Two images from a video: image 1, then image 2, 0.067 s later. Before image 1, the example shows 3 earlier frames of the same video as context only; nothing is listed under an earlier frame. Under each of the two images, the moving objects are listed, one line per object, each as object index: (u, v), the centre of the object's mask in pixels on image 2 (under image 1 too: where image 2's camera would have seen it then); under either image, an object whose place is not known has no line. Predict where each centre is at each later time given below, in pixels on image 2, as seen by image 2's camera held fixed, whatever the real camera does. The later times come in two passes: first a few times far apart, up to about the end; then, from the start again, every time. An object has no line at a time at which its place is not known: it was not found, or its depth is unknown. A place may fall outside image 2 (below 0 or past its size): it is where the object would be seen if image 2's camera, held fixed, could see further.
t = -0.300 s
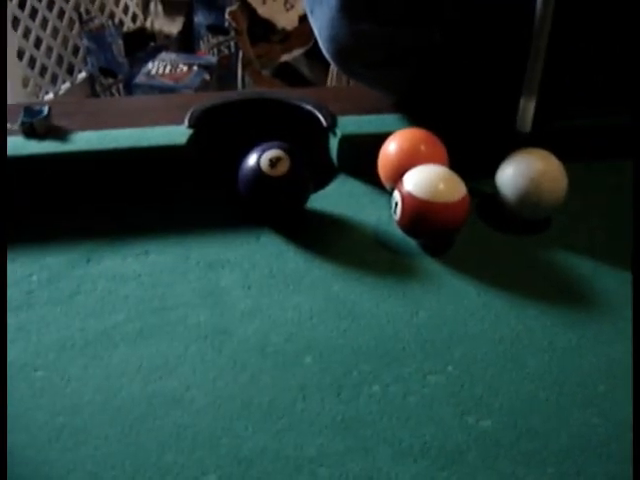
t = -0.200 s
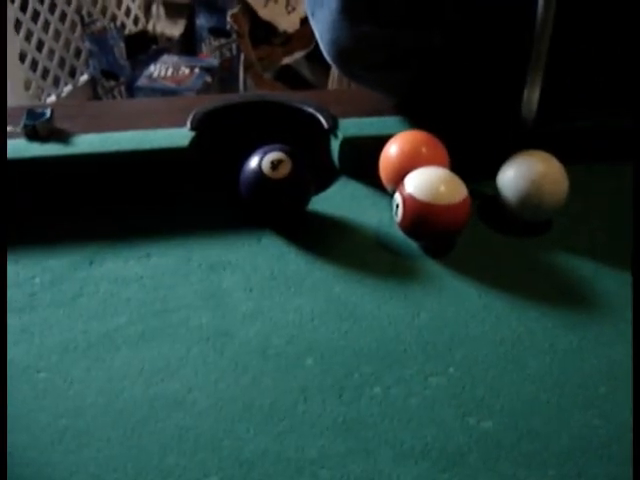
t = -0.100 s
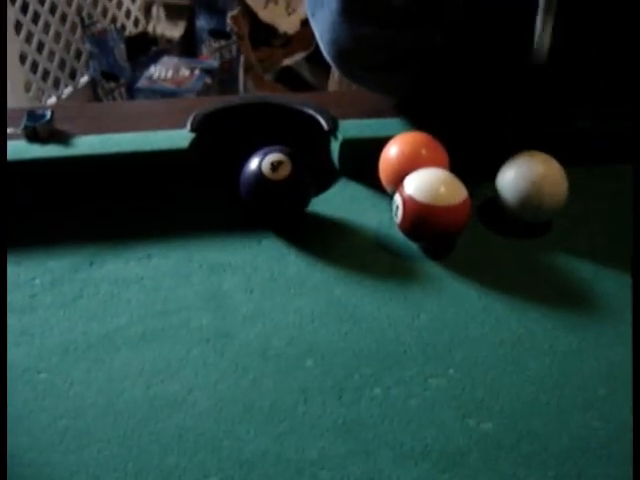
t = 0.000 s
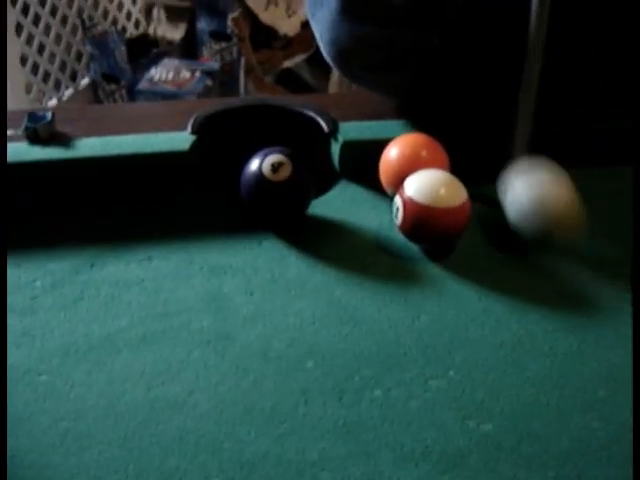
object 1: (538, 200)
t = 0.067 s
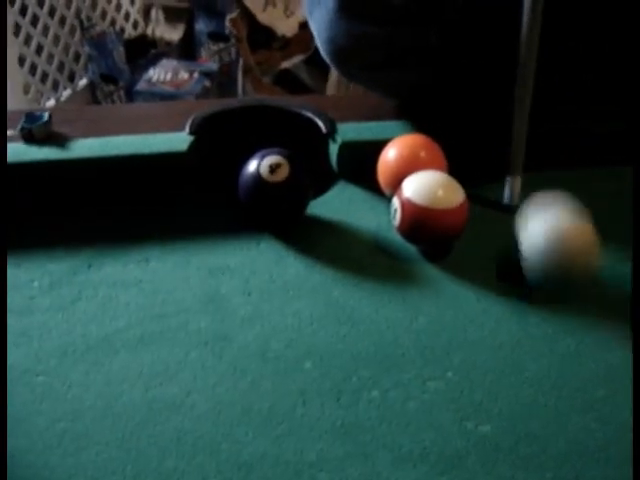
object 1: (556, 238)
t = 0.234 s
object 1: (562, 307)
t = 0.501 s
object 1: (416, 272)
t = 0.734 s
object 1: (282, 228)
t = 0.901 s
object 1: (215, 224)
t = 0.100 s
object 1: (562, 257)
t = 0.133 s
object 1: (567, 272)
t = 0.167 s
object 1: (569, 285)
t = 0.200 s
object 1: (568, 300)
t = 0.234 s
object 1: (562, 307)
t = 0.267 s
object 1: (553, 313)
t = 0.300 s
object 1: (539, 316)
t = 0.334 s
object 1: (525, 315)
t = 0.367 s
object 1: (506, 311)
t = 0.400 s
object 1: (489, 300)
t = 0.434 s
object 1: (462, 295)
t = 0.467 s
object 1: (441, 286)
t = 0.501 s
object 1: (416, 272)
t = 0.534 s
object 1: (395, 268)
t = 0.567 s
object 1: (377, 261)
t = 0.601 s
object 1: (355, 253)
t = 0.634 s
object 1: (337, 246)
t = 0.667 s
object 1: (316, 237)
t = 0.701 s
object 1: (298, 232)
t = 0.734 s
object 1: (282, 228)
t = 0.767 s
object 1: (270, 226)
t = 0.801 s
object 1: (255, 226)
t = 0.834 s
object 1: (242, 225)
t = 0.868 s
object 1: (228, 224)
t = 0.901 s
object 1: (215, 224)
